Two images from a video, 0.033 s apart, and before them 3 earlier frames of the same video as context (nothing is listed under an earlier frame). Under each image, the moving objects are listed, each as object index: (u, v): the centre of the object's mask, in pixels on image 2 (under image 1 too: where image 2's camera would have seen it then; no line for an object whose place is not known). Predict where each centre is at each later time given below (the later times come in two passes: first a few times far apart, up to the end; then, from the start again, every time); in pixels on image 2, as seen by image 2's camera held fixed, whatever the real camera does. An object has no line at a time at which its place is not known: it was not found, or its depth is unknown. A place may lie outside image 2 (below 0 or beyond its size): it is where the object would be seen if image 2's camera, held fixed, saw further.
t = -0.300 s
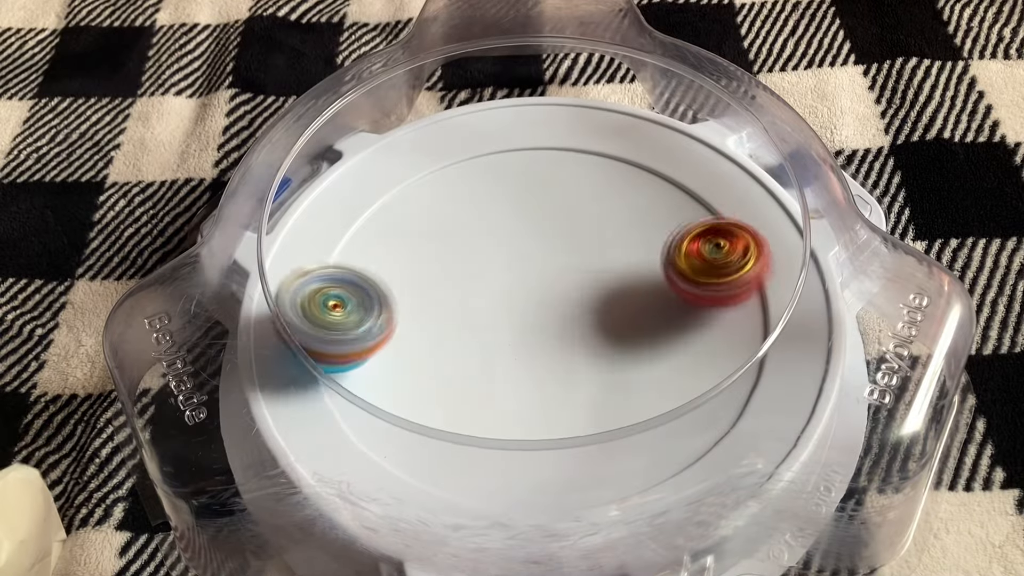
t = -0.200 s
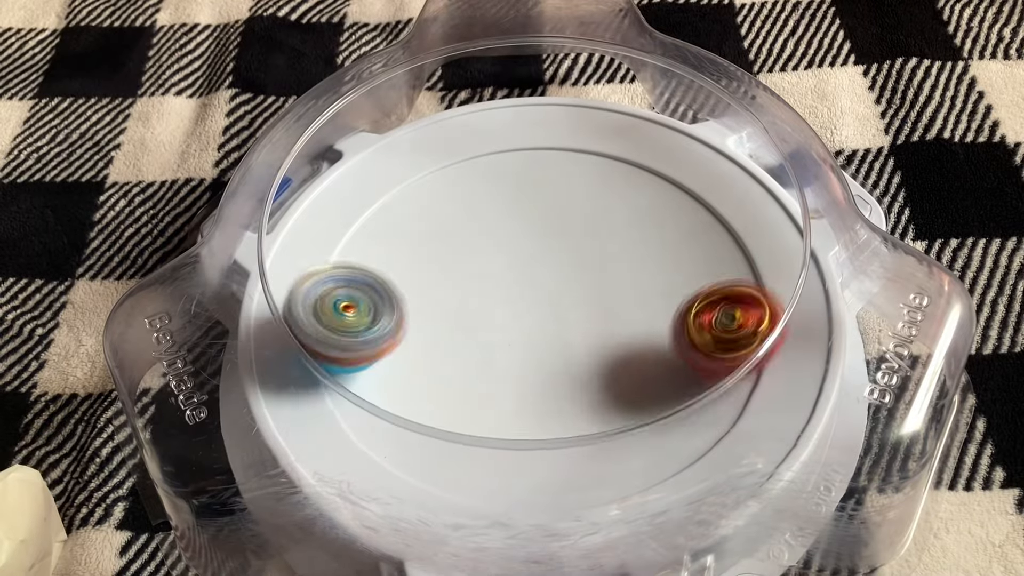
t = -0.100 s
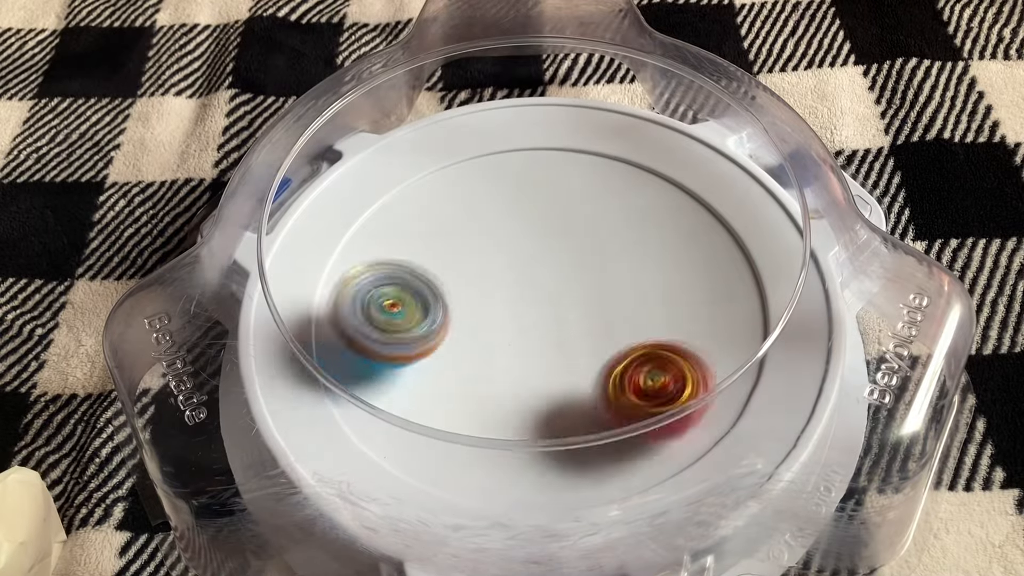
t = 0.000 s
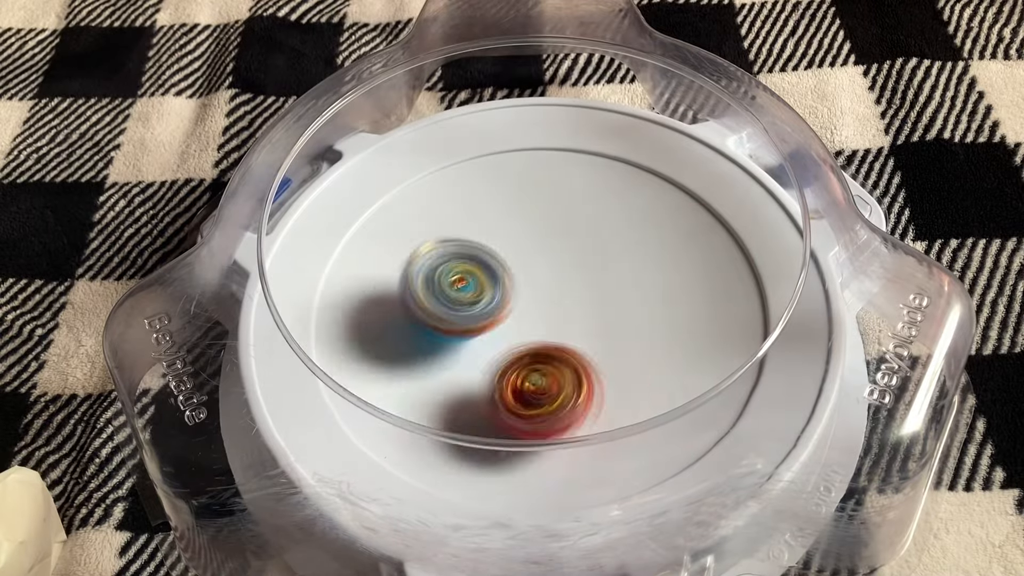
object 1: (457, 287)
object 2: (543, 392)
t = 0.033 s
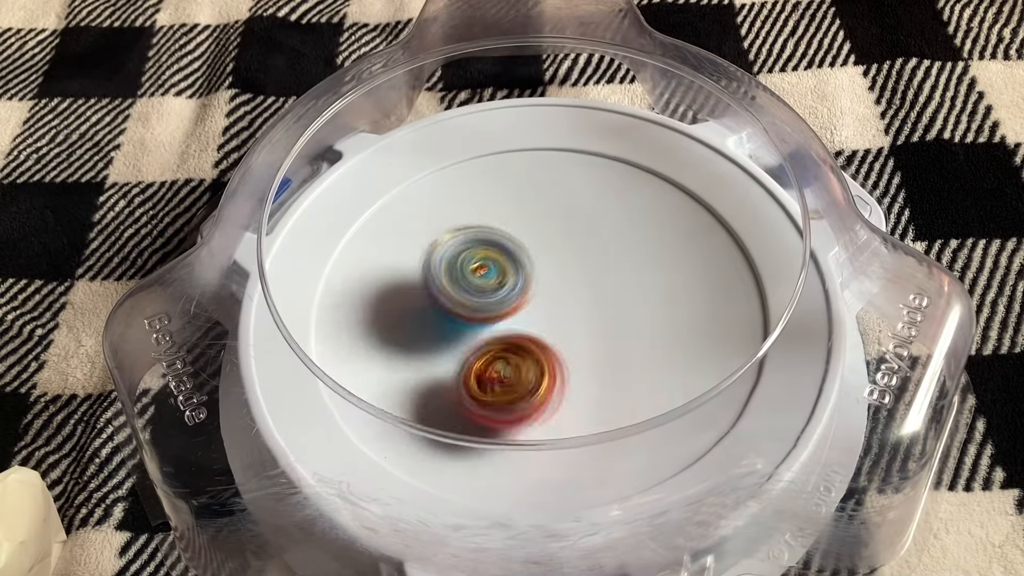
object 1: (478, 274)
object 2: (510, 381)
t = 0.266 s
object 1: (551, 171)
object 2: (411, 235)
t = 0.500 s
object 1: (600, 141)
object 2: (424, 167)
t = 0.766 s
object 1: (672, 240)
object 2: (498, 288)
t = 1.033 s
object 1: (700, 352)
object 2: (512, 411)
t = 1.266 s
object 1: (644, 399)
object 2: (509, 437)
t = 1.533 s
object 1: (588, 306)
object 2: (460, 324)
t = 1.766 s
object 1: (544, 216)
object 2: (440, 203)
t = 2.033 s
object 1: (633, 257)
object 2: (476, 227)
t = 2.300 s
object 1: (634, 289)
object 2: (553, 377)
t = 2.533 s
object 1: (591, 324)
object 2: (472, 431)
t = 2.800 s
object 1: (603, 239)
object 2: (433, 390)
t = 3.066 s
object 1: (503, 230)
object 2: (543, 341)
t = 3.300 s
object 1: (486, 295)
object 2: (591, 321)
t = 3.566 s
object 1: (517, 328)
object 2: (608, 291)
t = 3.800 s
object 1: (520, 332)
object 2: (575, 265)
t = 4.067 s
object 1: (518, 338)
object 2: (524, 261)
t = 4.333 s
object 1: (567, 366)
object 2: (514, 239)
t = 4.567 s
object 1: (587, 332)
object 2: (517, 259)
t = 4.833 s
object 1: (599, 327)
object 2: (505, 256)
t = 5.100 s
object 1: (580, 324)
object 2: (498, 269)
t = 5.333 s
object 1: (563, 328)
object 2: (485, 273)
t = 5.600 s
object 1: (579, 343)
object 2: (498, 256)
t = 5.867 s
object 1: (571, 324)
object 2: (511, 253)
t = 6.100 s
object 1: (573, 341)
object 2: (501, 250)
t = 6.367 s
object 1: (571, 349)
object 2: (512, 273)
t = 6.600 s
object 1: (576, 371)
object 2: (508, 270)
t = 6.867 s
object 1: (581, 339)
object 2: (519, 252)
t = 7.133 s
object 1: (587, 336)
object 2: (496, 265)
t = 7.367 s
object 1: (568, 346)
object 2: (479, 282)
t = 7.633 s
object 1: (568, 327)
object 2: (489, 282)
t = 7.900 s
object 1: (583, 334)
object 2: (502, 283)
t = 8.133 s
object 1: (569, 332)
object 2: (498, 277)
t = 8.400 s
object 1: (572, 330)
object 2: (501, 280)
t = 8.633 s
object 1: (572, 330)
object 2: (500, 280)
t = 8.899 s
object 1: (572, 330)
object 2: (500, 280)
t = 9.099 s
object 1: (572, 330)
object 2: (500, 281)
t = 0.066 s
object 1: (496, 260)
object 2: (481, 365)
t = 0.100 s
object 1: (511, 246)
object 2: (455, 345)
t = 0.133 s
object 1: (523, 232)
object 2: (437, 324)
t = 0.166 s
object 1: (534, 216)
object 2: (423, 302)
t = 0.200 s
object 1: (542, 200)
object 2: (414, 280)
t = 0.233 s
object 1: (548, 185)
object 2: (411, 258)
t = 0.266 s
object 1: (551, 171)
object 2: (411, 235)
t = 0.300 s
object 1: (551, 158)
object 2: (417, 214)
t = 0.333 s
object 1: (550, 148)
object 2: (426, 195)
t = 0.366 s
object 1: (546, 139)
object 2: (439, 178)
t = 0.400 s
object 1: (552, 133)
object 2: (440, 165)
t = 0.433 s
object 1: (571, 129)
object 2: (430, 161)
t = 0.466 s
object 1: (587, 133)
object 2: (424, 161)
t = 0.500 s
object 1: (600, 141)
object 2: (424, 167)
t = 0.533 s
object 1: (612, 150)
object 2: (427, 176)
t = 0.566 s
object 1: (622, 159)
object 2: (433, 187)
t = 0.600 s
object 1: (633, 171)
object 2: (442, 200)
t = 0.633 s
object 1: (642, 185)
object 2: (453, 215)
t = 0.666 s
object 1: (650, 197)
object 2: (466, 232)
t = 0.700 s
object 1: (658, 212)
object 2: (478, 250)
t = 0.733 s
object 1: (666, 226)
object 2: (489, 269)
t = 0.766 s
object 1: (672, 240)
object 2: (498, 288)
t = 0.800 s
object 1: (679, 255)
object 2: (507, 308)
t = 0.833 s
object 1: (685, 269)
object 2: (514, 327)
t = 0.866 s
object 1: (689, 284)
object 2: (518, 346)
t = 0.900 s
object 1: (693, 298)
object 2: (521, 364)
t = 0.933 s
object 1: (697, 312)
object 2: (521, 381)
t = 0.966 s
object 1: (699, 327)
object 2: (520, 396)
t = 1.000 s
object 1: (699, 337)
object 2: (517, 404)
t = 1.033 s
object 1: (700, 352)
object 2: (512, 411)
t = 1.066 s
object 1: (697, 365)
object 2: (510, 436)
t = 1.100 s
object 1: (693, 376)
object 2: (508, 451)
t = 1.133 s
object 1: (688, 386)
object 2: (505, 451)
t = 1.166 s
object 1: (682, 392)
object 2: (505, 453)
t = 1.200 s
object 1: (672, 398)
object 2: (506, 451)
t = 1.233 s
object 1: (658, 400)
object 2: (507, 451)
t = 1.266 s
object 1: (644, 399)
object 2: (509, 437)
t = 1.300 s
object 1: (627, 397)
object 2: (510, 428)
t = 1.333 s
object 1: (625, 389)
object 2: (496, 410)
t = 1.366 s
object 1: (626, 376)
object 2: (481, 401)
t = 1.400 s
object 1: (626, 364)
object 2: (470, 388)
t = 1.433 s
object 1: (617, 350)
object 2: (462, 377)
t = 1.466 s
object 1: (604, 334)
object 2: (464, 358)
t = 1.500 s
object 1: (588, 320)
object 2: (470, 342)
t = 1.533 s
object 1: (588, 306)
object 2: (460, 324)
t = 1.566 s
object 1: (597, 289)
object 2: (441, 305)
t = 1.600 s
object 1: (598, 274)
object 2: (424, 286)
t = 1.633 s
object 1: (596, 258)
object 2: (417, 269)
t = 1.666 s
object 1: (589, 245)
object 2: (417, 253)
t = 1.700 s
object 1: (578, 231)
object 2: (422, 235)
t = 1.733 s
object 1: (562, 222)
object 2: (430, 219)
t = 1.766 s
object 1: (544, 216)
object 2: (440, 203)
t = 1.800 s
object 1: (547, 220)
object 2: (430, 184)
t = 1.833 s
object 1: (558, 224)
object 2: (418, 169)
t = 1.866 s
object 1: (570, 232)
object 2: (412, 160)
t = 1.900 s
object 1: (584, 238)
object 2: (422, 167)
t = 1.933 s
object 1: (598, 244)
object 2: (433, 180)
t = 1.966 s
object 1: (610, 249)
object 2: (447, 193)
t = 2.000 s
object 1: (623, 255)
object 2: (461, 210)
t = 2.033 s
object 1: (633, 257)
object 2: (476, 227)
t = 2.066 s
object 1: (643, 262)
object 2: (490, 248)
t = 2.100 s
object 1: (648, 265)
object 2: (505, 270)
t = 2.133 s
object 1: (650, 268)
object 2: (516, 290)
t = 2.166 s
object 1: (651, 271)
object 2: (528, 309)
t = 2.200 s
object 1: (650, 275)
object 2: (538, 329)
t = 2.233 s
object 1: (648, 279)
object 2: (545, 347)
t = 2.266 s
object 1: (641, 283)
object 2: (551, 363)
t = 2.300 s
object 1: (634, 289)
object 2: (553, 377)
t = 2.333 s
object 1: (624, 297)
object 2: (555, 389)
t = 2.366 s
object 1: (612, 305)
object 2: (552, 396)
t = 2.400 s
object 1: (601, 313)
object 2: (547, 400)
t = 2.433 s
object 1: (589, 322)
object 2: (539, 405)
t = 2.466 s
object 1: (579, 332)
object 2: (527, 408)
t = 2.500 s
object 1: (586, 333)
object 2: (502, 422)
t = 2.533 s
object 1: (591, 324)
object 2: (472, 431)
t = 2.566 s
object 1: (596, 315)
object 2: (448, 433)
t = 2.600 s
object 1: (602, 308)
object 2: (430, 436)
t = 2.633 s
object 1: (605, 299)
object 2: (420, 434)
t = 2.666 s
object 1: (610, 289)
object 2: (416, 430)
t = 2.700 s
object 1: (614, 275)
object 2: (415, 423)
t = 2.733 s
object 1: (615, 262)
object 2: (418, 414)
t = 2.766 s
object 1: (612, 249)
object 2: (428, 396)
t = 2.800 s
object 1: (603, 239)
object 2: (433, 390)
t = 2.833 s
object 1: (592, 231)
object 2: (441, 383)
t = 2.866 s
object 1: (577, 226)
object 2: (452, 370)
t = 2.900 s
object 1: (562, 226)
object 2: (465, 356)
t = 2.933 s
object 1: (545, 228)
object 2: (480, 343)
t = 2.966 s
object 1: (530, 235)
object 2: (496, 331)
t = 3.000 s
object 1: (518, 235)
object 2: (514, 331)
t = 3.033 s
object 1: (511, 230)
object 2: (528, 338)
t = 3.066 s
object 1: (503, 230)
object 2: (543, 341)
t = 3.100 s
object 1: (493, 233)
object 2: (555, 343)
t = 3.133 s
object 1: (485, 240)
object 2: (564, 341)
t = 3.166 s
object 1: (480, 249)
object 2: (571, 339)
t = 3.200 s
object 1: (477, 261)
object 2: (577, 335)
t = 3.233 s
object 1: (478, 274)
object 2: (580, 331)
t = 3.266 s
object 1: (484, 286)
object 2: (581, 326)
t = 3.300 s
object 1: (486, 295)
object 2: (591, 321)
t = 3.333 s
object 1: (484, 301)
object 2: (604, 318)
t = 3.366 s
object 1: (483, 307)
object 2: (613, 315)
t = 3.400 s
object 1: (486, 313)
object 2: (617, 312)
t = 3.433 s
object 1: (491, 319)
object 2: (616, 310)
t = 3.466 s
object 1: (498, 322)
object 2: (613, 307)
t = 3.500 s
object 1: (508, 325)
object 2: (610, 302)
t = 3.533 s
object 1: (516, 326)
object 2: (607, 297)
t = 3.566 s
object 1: (517, 328)
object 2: (608, 291)
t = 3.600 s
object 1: (517, 331)
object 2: (607, 281)
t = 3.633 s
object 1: (514, 334)
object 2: (604, 277)
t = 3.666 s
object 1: (516, 335)
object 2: (601, 272)
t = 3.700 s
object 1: (516, 335)
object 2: (596, 270)
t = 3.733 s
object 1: (517, 334)
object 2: (589, 267)
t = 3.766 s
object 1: (519, 333)
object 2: (583, 266)
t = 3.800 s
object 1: (520, 332)
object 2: (575, 265)
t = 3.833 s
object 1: (516, 336)
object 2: (568, 259)
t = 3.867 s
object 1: (516, 337)
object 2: (563, 255)
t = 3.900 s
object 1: (515, 339)
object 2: (557, 254)
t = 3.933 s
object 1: (514, 340)
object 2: (551, 255)
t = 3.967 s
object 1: (516, 339)
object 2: (544, 256)
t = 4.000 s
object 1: (516, 339)
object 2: (537, 258)
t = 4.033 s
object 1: (517, 337)
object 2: (532, 259)
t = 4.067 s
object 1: (518, 338)
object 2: (524, 261)
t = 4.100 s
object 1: (522, 351)
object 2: (518, 255)
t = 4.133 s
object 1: (523, 361)
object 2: (513, 243)
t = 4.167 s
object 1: (529, 370)
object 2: (511, 235)
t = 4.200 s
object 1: (538, 376)
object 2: (508, 231)
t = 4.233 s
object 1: (546, 378)
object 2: (507, 231)
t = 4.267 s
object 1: (553, 376)
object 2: (509, 233)
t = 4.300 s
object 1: (561, 373)
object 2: (512, 236)
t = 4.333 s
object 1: (567, 366)
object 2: (514, 239)
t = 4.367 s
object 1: (570, 358)
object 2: (518, 243)
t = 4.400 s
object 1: (571, 348)
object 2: (520, 249)
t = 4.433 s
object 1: (571, 337)
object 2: (524, 255)
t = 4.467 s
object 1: (573, 330)
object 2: (524, 258)
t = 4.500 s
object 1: (576, 330)
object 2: (521, 260)
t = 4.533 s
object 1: (583, 332)
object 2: (520, 259)
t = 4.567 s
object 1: (587, 332)
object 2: (517, 259)
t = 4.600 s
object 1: (591, 331)
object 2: (517, 260)
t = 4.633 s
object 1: (595, 331)
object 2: (517, 261)
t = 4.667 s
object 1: (595, 330)
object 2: (519, 262)
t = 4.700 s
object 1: (596, 327)
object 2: (519, 264)
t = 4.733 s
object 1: (594, 324)
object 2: (521, 264)
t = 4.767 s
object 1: (592, 321)
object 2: (519, 264)
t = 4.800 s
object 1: (596, 324)
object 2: (513, 261)
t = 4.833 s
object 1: (599, 327)
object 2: (505, 256)
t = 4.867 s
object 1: (603, 328)
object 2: (498, 255)
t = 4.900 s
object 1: (604, 331)
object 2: (495, 252)
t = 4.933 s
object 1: (603, 330)
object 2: (493, 252)
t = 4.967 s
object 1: (603, 330)
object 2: (493, 254)
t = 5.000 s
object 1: (599, 329)
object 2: (494, 257)
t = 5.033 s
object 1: (596, 327)
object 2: (495, 261)
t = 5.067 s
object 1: (588, 325)
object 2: (498, 265)
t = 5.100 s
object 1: (580, 324)
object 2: (498, 269)
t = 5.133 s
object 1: (571, 321)
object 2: (496, 271)
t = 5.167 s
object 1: (569, 323)
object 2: (492, 273)
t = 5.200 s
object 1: (570, 325)
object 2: (487, 272)
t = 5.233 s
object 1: (567, 327)
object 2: (483, 271)
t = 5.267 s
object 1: (568, 328)
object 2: (481, 271)
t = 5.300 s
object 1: (565, 329)
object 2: (483, 272)
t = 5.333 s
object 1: (563, 328)
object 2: (485, 273)
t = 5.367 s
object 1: (561, 327)
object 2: (487, 273)
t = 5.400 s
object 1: (560, 332)
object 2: (488, 269)
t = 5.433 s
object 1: (565, 336)
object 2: (486, 262)
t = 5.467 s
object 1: (571, 342)
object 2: (485, 260)
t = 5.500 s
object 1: (574, 343)
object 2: (487, 256)
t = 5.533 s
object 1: (579, 344)
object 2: (491, 254)
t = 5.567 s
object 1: (579, 345)
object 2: (494, 255)
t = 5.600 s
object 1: (579, 343)
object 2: (498, 256)
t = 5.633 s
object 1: (581, 340)
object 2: (502, 258)
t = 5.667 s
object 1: (580, 338)
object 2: (506, 259)
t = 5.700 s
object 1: (576, 333)
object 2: (509, 259)
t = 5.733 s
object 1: (574, 327)
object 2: (511, 260)
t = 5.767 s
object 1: (570, 323)
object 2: (513, 258)
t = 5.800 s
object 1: (569, 324)
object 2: (513, 254)
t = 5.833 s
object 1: (569, 324)
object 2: (512, 252)
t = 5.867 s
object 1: (571, 324)
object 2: (511, 253)
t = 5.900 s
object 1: (572, 324)
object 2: (511, 253)
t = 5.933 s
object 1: (571, 324)
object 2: (511, 254)
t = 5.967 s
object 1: (570, 324)
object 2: (511, 255)
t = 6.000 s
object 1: (568, 324)
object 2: (511, 257)
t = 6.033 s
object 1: (565, 327)
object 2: (511, 255)
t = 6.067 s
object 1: (569, 334)
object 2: (507, 251)
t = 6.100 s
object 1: (573, 341)
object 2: (501, 250)
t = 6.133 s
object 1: (576, 344)
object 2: (500, 249)
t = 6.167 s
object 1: (578, 349)
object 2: (501, 249)
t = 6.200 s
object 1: (579, 353)
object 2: (501, 252)
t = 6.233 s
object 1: (578, 354)
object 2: (504, 255)
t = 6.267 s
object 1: (578, 355)
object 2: (506, 258)
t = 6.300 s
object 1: (575, 355)
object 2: (507, 263)
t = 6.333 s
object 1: (571, 353)
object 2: (510, 268)
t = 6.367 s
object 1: (571, 349)
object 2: (512, 273)
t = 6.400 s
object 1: (570, 346)
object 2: (514, 276)
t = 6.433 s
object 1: (571, 344)
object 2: (514, 279)
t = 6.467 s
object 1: (571, 346)
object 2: (516, 281)
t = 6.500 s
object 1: (576, 358)
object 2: (515, 279)
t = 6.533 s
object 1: (576, 367)
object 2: (513, 273)
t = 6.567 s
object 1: (577, 368)
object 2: (510, 273)
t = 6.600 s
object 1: (576, 371)
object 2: (508, 270)
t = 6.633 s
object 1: (576, 371)
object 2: (510, 269)
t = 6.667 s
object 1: (576, 369)
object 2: (513, 268)
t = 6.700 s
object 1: (575, 364)
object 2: (517, 266)
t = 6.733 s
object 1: (574, 355)
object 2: (519, 266)
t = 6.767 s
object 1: (575, 347)
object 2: (522, 264)
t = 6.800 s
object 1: (578, 342)
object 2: (523, 259)
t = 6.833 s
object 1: (579, 340)
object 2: (521, 256)
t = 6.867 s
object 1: (581, 339)
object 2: (519, 252)
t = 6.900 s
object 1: (583, 336)
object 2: (519, 253)
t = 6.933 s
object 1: (583, 333)
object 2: (521, 253)
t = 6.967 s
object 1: (582, 332)
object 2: (520, 255)
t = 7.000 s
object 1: (581, 331)
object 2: (520, 258)
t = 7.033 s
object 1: (582, 330)
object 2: (515, 261)
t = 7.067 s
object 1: (585, 333)
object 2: (508, 263)
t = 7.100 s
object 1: (587, 336)
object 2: (501, 265)
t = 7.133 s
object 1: (587, 336)
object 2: (496, 265)
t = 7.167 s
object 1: (587, 338)
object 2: (492, 266)
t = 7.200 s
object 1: (586, 339)
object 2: (490, 272)
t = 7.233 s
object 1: (583, 340)
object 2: (490, 277)
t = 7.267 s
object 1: (577, 344)
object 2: (490, 280)
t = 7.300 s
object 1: (568, 341)
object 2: (489, 283)
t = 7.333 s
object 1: (566, 345)
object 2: (487, 283)
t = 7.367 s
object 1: (568, 346)
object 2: (479, 282)
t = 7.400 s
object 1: (569, 343)
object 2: (476, 282)
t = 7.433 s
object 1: (567, 345)
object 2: (477, 284)
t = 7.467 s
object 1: (568, 338)
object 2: (480, 287)
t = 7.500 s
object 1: (568, 335)
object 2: (482, 287)
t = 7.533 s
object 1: (567, 334)
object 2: (486, 288)
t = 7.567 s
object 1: (568, 331)
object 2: (487, 285)
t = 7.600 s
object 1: (568, 331)
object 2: (491, 283)
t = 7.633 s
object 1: (568, 327)
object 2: (489, 282)
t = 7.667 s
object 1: (571, 326)
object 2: (486, 283)
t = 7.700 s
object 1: (574, 324)
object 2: (483, 281)
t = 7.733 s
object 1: (577, 324)
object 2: (485, 279)
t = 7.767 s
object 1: (581, 322)
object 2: (489, 279)
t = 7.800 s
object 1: (582, 323)
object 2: (491, 277)
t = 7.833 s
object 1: (584, 325)
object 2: (493, 279)
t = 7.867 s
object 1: (586, 330)
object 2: (499, 282)
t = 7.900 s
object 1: (583, 334)
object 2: (502, 283)
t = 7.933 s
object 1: (582, 339)
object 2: (500, 282)
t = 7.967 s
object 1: (583, 341)
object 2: (495, 280)
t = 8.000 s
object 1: (582, 339)
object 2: (495, 278)
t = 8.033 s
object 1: (579, 337)
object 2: (497, 277)
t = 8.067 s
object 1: (576, 335)
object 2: (498, 276)
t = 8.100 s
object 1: (571, 333)
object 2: (498, 277)
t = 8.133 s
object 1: (569, 332)
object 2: (498, 277)
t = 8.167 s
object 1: (568, 333)
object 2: (499, 277)
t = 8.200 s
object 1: (570, 332)
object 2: (500, 279)
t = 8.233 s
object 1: (571, 332)
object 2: (501, 280)
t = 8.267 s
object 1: (572, 331)
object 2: (502, 281)
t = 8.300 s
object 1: (573, 330)
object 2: (502, 281)
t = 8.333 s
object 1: (572, 329)
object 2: (502, 281)
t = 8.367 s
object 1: (572, 330)
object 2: (501, 281)
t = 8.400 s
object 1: (572, 330)
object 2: (501, 280)
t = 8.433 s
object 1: (572, 329)
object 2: (500, 280)
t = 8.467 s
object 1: (572, 330)
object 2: (500, 280)
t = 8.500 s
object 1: (571, 330)
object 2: (500, 280)
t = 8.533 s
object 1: (572, 330)
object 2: (500, 280)
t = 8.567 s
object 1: (571, 330)
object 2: (500, 280)
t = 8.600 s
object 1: (572, 330)
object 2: (500, 280)
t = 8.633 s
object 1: (572, 330)
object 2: (500, 280)
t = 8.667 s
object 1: (572, 329)
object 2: (500, 280)
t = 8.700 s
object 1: (572, 329)
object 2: (500, 280)
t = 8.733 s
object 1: (572, 330)
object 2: (500, 280)
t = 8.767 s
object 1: (572, 329)
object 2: (500, 280)
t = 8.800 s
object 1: (572, 329)
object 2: (500, 280)
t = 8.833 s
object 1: (572, 330)
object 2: (500, 280)
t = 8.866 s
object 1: (572, 329)
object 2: (500, 280)
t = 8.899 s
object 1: (572, 330)
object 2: (500, 280)
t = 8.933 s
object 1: (572, 330)
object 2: (500, 281)
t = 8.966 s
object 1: (572, 330)
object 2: (500, 281)
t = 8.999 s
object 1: (572, 330)
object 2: (500, 281)
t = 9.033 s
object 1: (572, 330)
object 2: (500, 281)
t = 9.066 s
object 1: (572, 330)
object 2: (500, 280)
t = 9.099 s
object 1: (572, 330)
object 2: (500, 281)
